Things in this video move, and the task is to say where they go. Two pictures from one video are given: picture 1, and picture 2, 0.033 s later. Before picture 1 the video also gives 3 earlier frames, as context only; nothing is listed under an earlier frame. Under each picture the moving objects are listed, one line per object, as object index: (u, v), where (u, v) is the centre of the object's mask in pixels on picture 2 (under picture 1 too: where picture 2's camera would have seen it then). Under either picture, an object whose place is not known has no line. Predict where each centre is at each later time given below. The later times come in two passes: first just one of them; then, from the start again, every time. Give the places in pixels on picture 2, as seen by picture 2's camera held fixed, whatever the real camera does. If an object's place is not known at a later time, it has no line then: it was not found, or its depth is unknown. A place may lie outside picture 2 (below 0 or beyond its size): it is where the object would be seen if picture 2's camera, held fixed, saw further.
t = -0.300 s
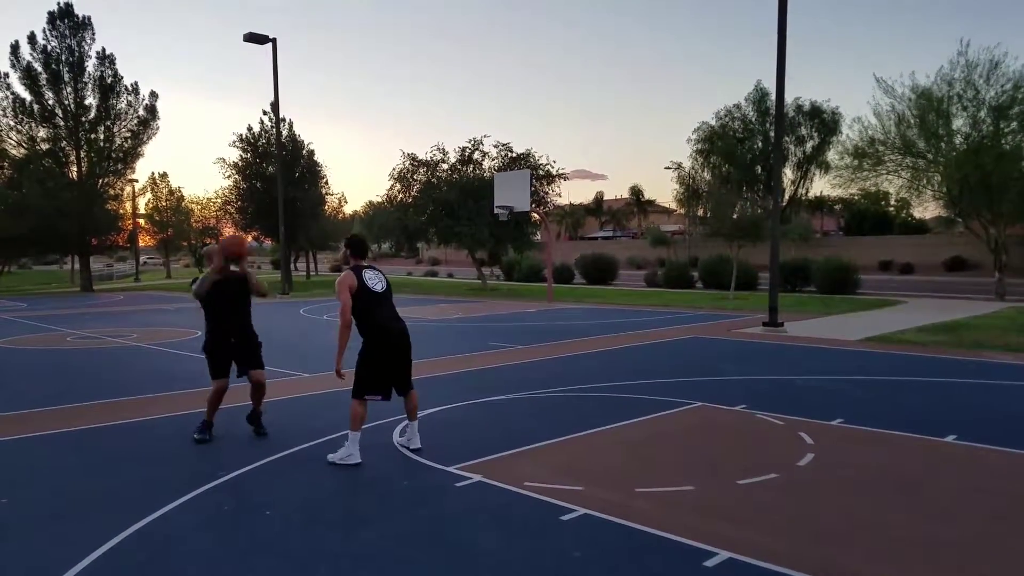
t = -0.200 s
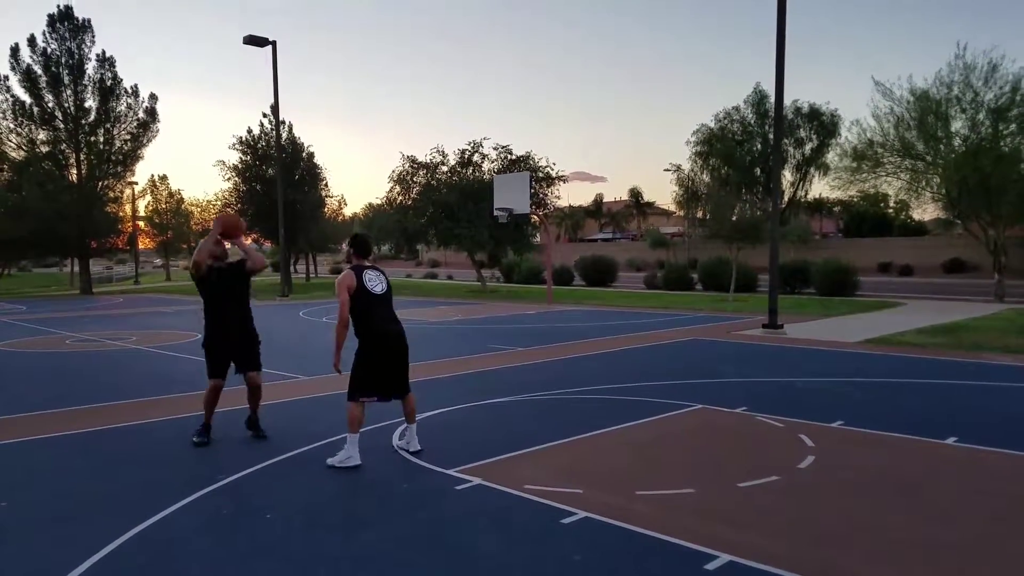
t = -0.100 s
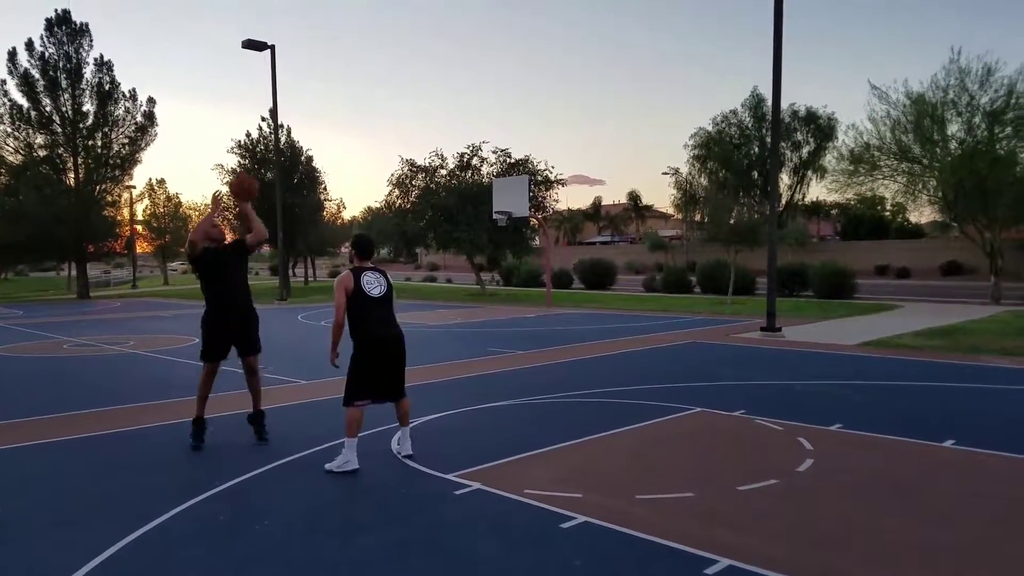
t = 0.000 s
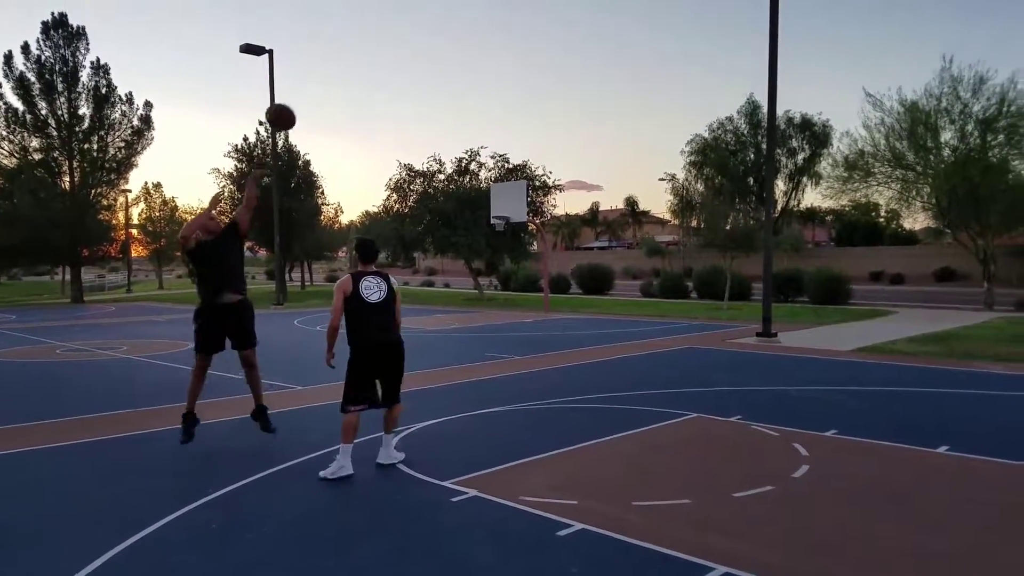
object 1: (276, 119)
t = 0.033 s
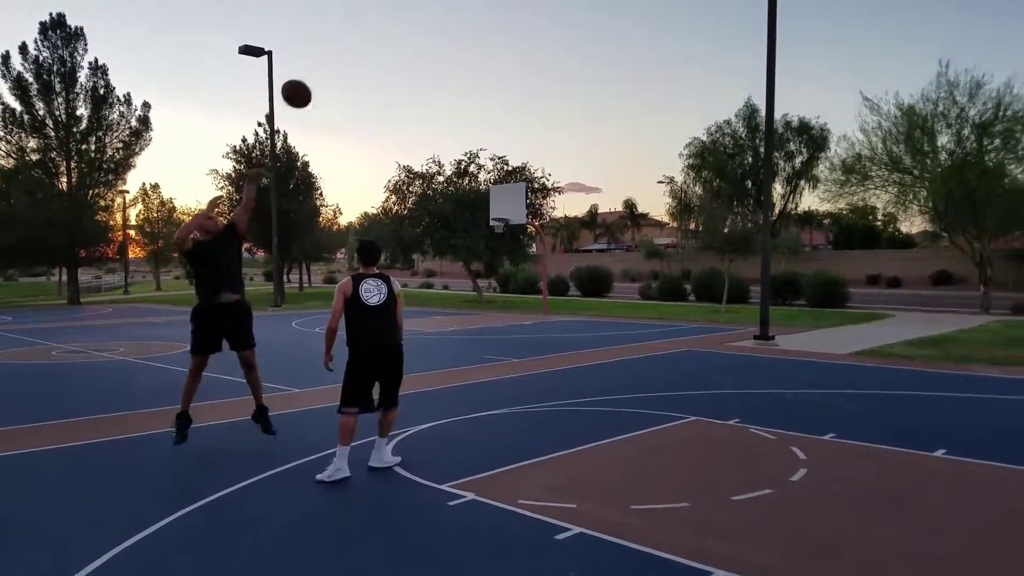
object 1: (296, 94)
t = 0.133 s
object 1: (357, 18)
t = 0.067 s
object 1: (318, 65)
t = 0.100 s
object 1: (338, 41)
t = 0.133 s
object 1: (357, 18)
